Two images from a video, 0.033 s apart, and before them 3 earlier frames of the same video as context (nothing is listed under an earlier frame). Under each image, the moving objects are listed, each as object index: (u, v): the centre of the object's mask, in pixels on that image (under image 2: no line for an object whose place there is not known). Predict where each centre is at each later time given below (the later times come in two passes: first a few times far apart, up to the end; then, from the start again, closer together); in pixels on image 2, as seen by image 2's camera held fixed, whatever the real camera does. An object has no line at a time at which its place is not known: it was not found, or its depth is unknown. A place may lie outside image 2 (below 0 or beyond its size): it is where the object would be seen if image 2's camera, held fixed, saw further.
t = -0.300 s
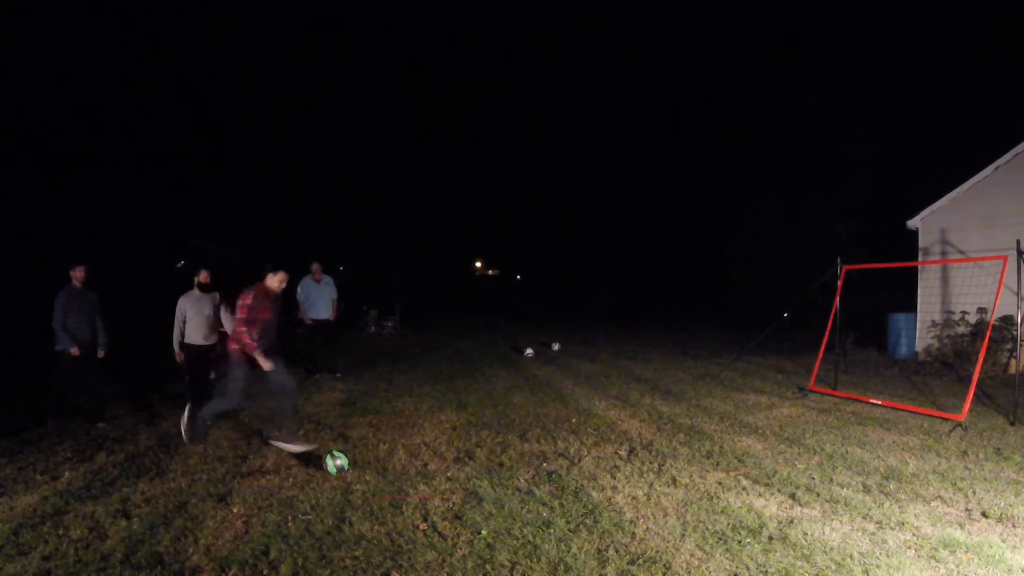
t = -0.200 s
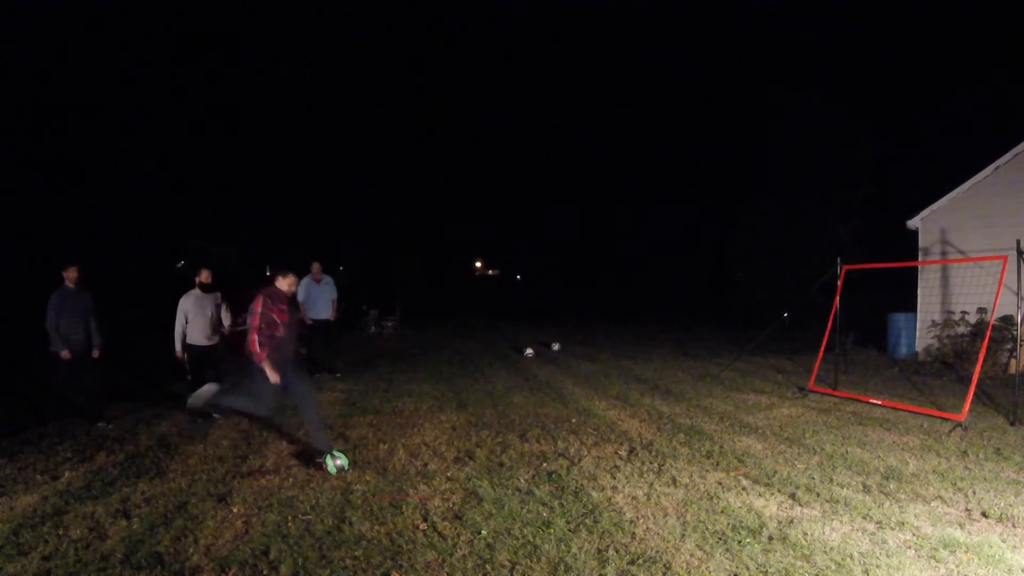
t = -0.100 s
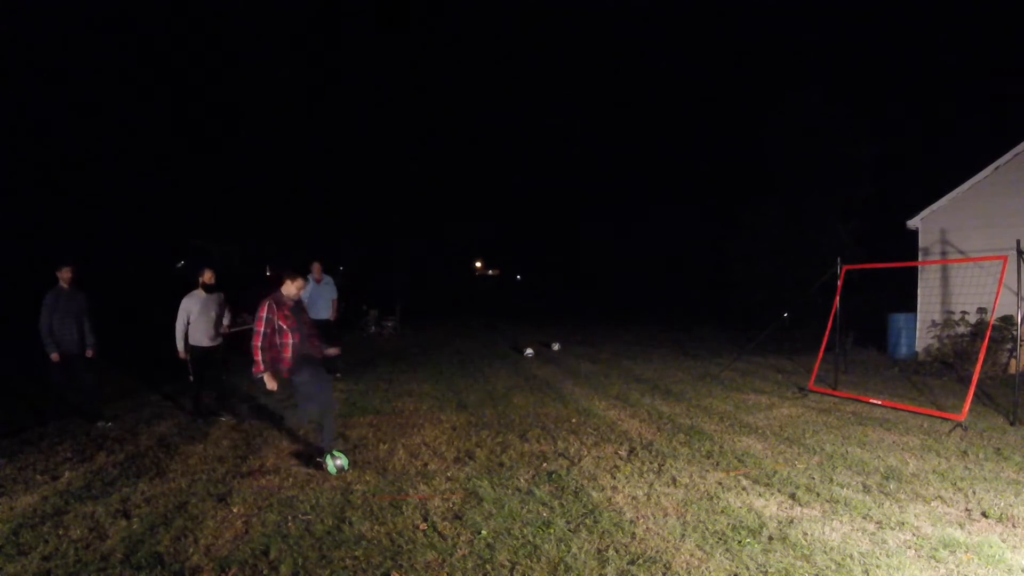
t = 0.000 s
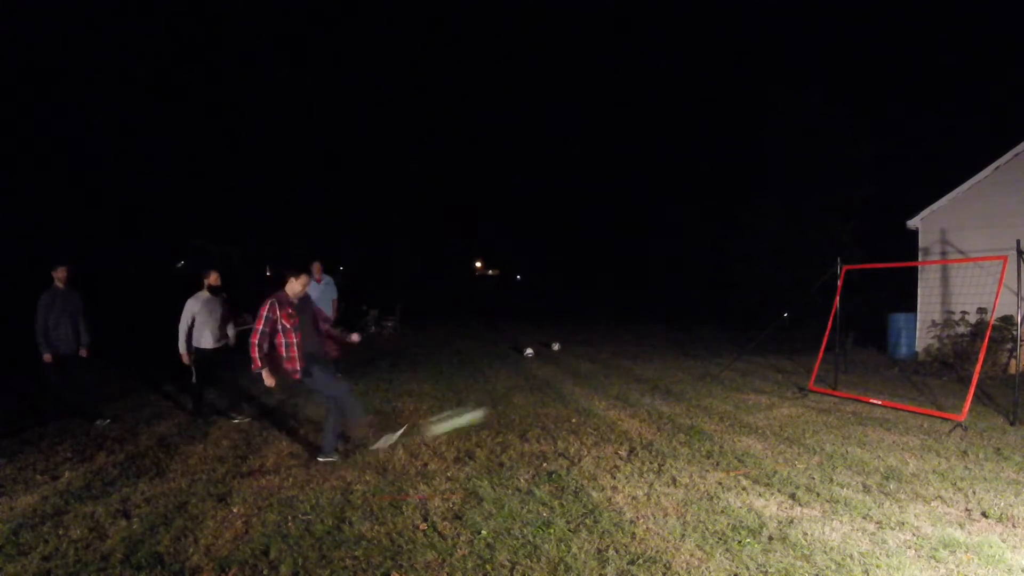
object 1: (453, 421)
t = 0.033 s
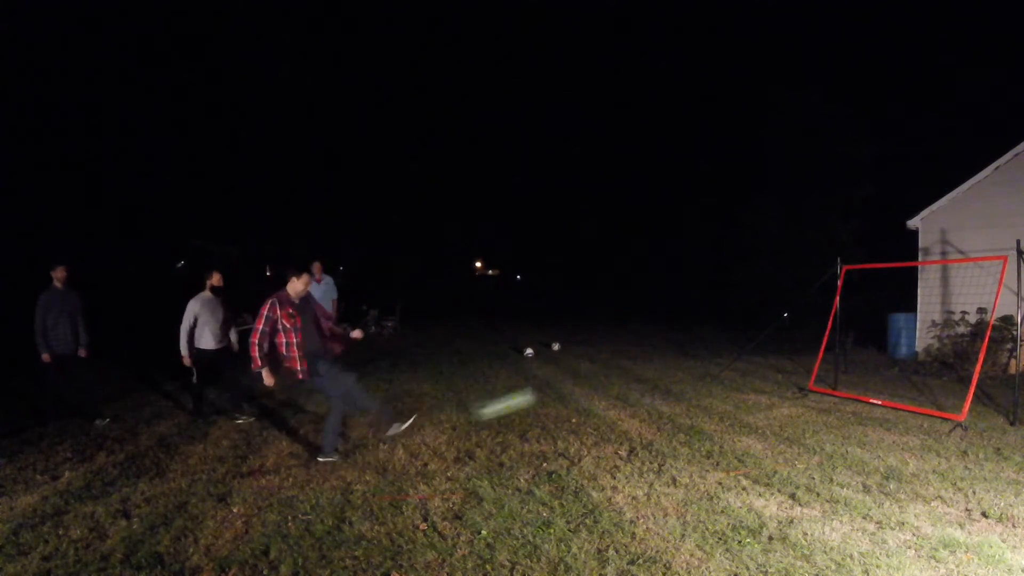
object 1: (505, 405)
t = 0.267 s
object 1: (794, 322)
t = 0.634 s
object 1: (888, 313)
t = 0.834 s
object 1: (780, 357)
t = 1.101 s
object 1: (634, 409)
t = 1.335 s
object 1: (541, 390)
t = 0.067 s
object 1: (555, 388)
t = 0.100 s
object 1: (601, 374)
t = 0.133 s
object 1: (646, 361)
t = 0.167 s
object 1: (687, 349)
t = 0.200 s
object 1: (725, 339)
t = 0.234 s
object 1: (761, 329)
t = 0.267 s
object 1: (794, 322)
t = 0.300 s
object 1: (825, 315)
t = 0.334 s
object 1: (855, 310)
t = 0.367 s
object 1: (879, 305)
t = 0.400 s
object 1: (902, 303)
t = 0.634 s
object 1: (888, 313)
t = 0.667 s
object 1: (872, 318)
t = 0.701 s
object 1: (855, 323)
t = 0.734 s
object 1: (838, 330)
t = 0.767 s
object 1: (818, 338)
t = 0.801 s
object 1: (800, 346)
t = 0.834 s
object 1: (780, 357)
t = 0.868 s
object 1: (759, 369)
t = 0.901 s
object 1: (739, 382)
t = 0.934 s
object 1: (718, 395)
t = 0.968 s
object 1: (694, 411)
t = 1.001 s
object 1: (673, 424)
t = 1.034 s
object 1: (657, 423)
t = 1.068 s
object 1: (646, 416)
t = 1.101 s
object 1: (634, 409)
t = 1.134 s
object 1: (621, 403)
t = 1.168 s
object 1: (609, 398)
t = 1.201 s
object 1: (595, 394)
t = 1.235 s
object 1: (582, 392)
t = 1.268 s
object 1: (569, 390)
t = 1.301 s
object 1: (556, 389)
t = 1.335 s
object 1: (541, 390)
